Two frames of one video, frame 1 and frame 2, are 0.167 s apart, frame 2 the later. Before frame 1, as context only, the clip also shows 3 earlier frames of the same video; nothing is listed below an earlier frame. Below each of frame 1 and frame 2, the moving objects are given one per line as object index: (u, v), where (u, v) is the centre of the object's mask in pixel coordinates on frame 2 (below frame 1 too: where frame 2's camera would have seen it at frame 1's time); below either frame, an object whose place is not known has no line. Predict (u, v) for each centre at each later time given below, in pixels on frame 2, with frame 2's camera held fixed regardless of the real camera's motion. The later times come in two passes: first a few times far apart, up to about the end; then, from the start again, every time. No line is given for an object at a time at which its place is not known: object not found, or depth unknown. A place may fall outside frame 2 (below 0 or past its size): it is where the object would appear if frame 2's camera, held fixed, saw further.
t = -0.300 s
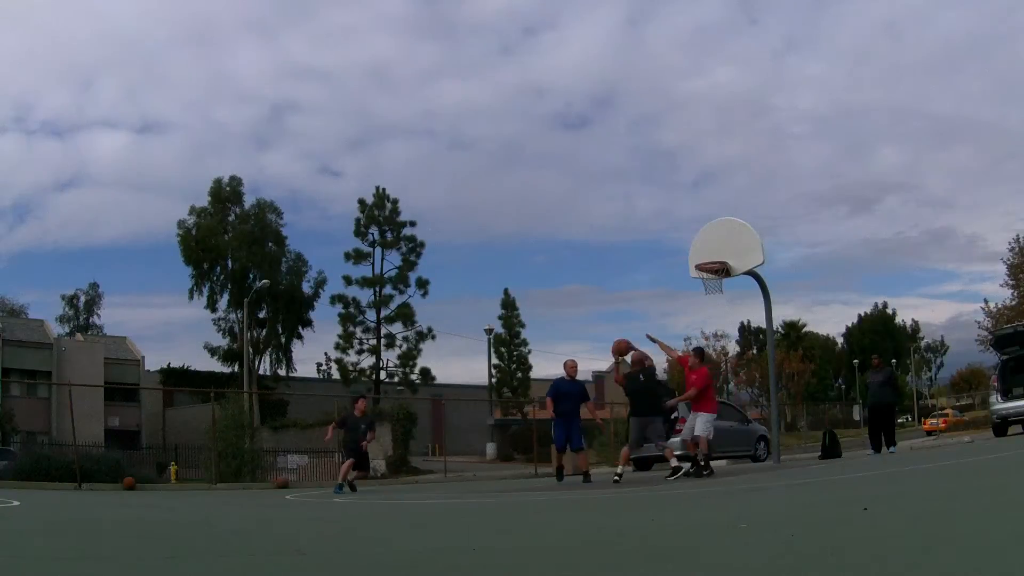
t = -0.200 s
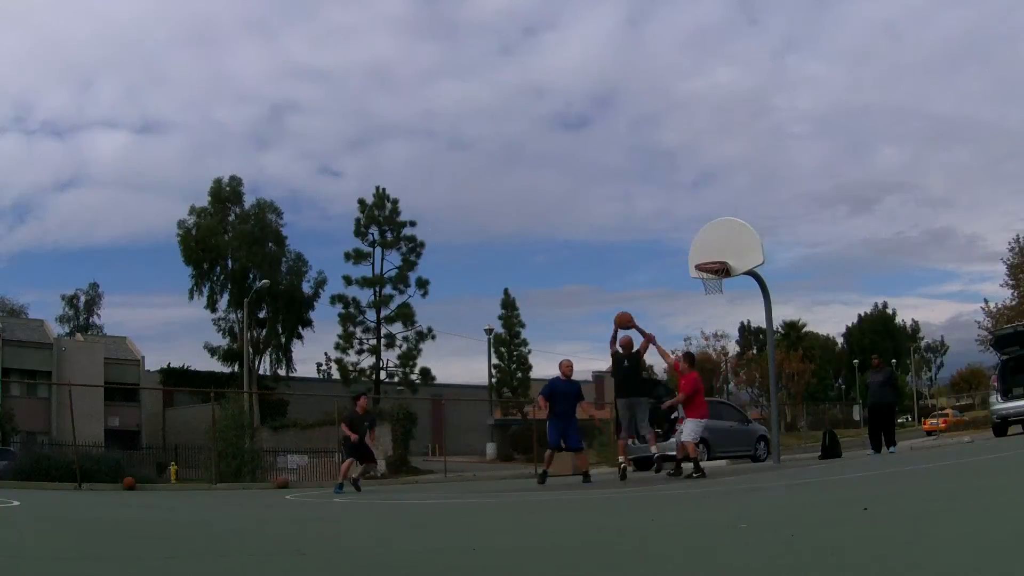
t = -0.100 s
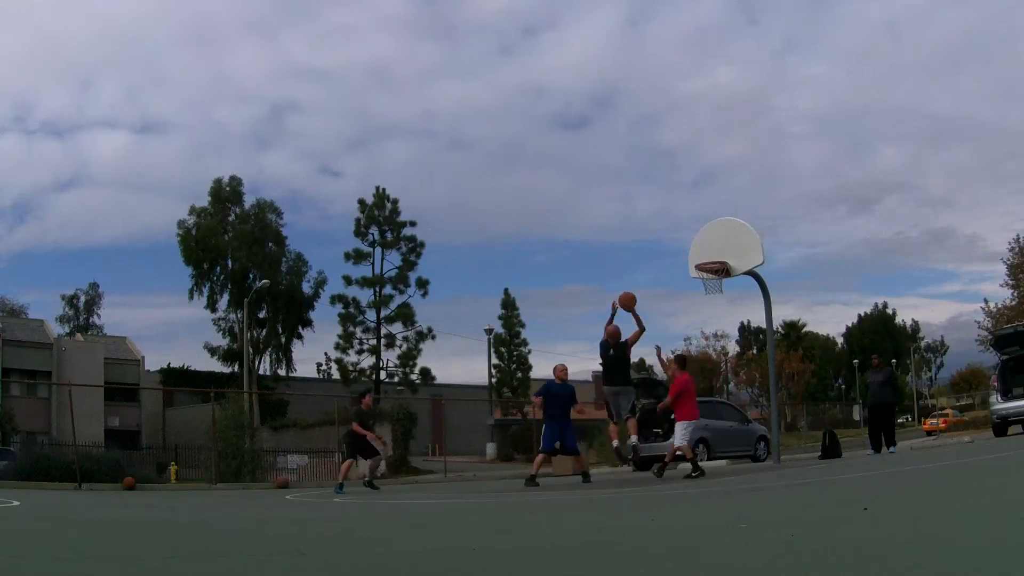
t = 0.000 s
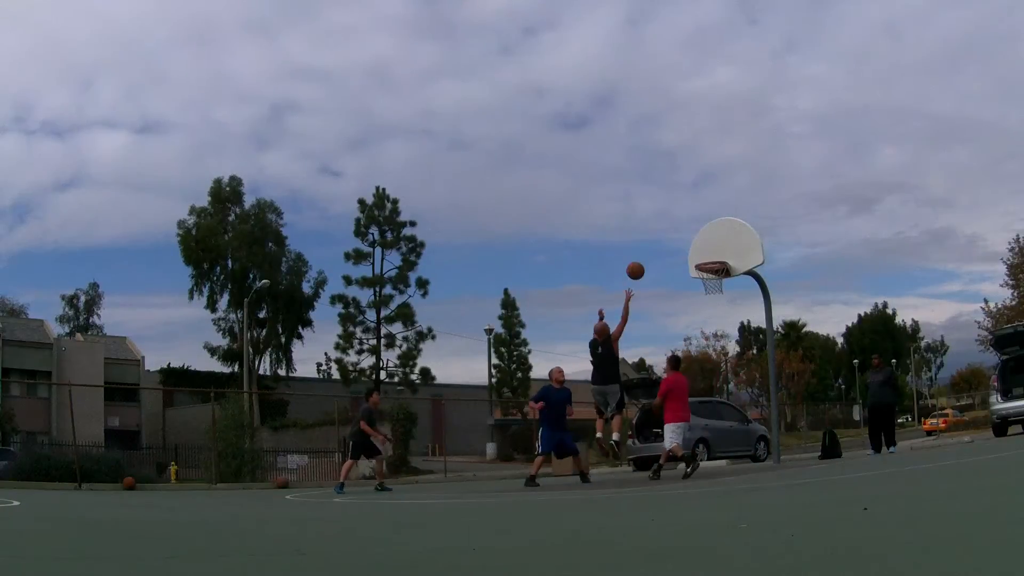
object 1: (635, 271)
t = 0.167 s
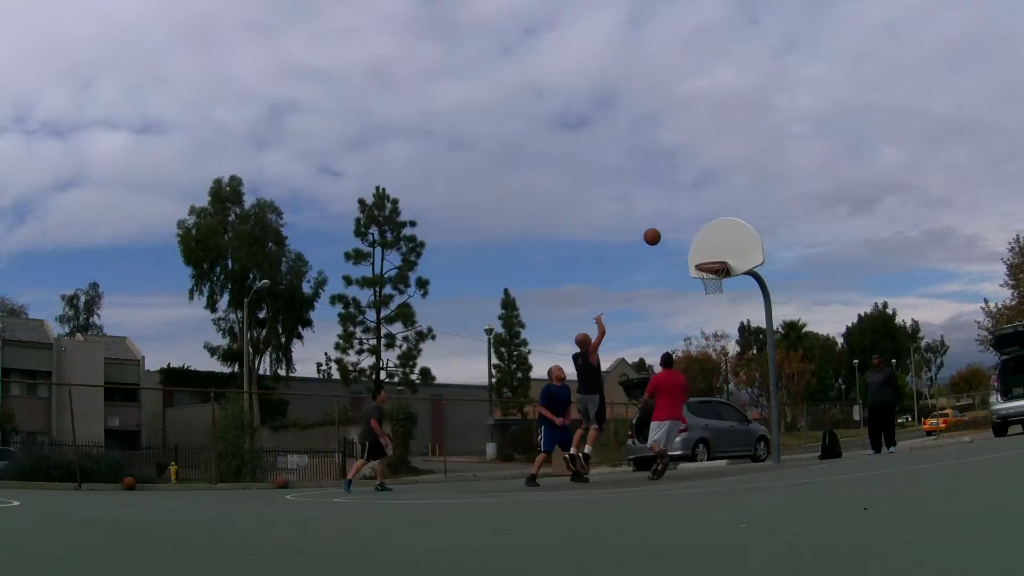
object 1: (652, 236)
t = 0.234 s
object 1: (659, 229)
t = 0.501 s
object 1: (686, 229)
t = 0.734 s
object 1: (709, 266)
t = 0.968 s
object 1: (724, 314)
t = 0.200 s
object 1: (655, 232)
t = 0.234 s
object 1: (659, 229)
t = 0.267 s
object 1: (662, 226)
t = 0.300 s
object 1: (665, 224)
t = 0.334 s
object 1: (669, 223)
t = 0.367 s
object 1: (672, 223)
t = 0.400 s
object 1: (675, 223)
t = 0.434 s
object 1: (679, 225)
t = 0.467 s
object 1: (682, 226)
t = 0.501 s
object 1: (686, 229)
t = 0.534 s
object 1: (689, 233)
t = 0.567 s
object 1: (693, 236)
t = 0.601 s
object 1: (696, 241)
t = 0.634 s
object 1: (700, 247)
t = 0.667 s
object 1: (703, 253)
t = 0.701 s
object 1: (707, 259)
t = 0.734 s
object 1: (709, 266)
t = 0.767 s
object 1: (711, 272)
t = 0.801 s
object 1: (715, 281)
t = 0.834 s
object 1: (716, 286)
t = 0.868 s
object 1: (719, 292)
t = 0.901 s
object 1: (720, 298)
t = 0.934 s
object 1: (722, 306)
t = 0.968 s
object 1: (724, 314)
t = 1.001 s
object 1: (726, 323)
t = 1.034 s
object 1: (728, 333)
